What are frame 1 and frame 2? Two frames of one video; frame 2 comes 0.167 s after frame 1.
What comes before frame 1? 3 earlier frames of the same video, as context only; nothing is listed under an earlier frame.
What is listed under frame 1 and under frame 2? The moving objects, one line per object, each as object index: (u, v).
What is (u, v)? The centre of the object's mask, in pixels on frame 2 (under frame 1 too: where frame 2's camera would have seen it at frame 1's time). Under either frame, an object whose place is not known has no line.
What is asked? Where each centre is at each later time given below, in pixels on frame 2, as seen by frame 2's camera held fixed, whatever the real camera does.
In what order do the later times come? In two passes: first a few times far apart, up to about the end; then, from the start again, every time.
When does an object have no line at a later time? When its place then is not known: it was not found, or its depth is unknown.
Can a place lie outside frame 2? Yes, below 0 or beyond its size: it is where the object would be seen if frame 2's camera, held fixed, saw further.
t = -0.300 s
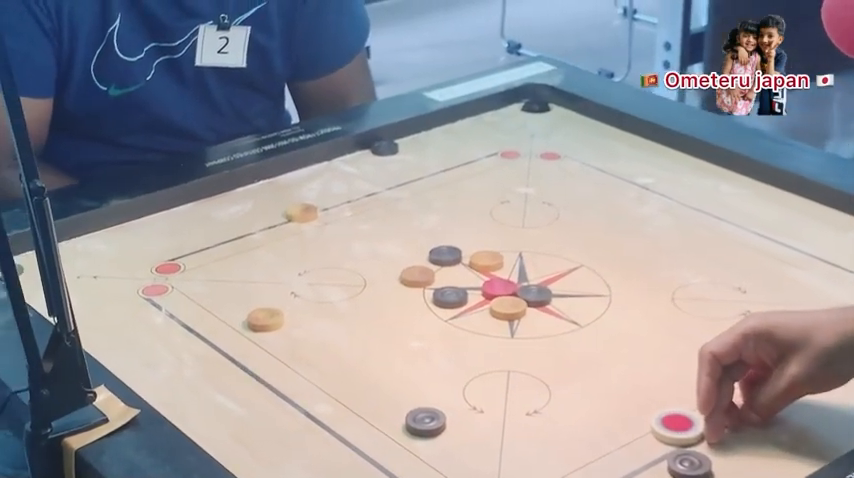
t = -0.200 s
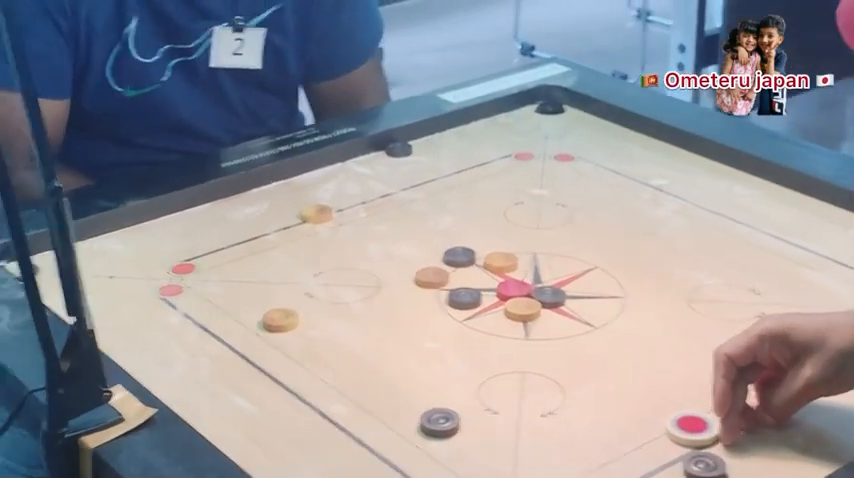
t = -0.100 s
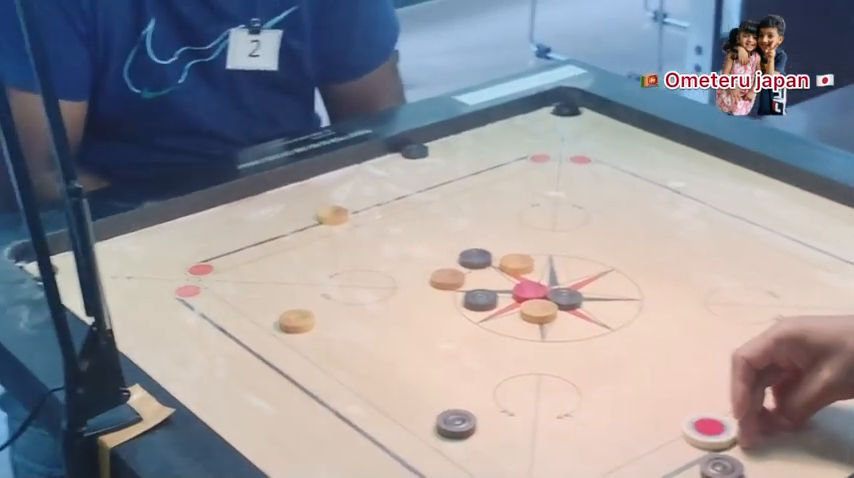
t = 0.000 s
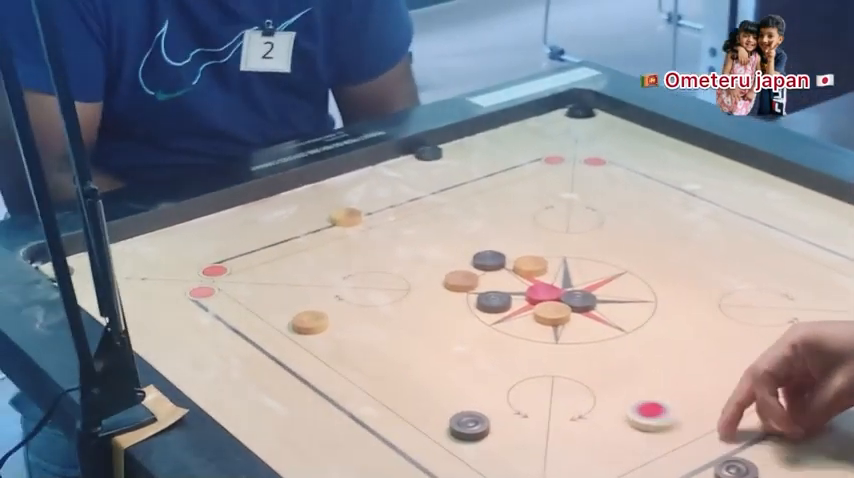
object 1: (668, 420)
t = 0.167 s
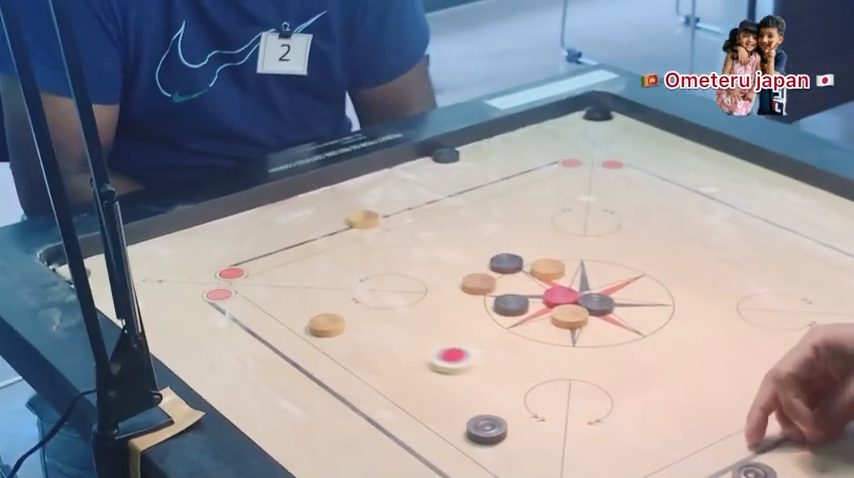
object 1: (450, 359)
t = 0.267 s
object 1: (356, 333)
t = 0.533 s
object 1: (290, 314)
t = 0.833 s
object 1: (288, 314)
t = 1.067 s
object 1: (288, 313)
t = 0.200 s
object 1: (415, 349)
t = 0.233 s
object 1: (382, 340)
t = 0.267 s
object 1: (356, 333)
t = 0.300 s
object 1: (343, 329)
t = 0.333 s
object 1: (331, 326)
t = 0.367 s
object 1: (322, 323)
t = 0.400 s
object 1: (313, 320)
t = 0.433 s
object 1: (305, 318)
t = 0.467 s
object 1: (299, 317)
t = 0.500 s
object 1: (294, 315)
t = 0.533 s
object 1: (290, 314)
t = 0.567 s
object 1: (289, 314)
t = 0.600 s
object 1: (288, 314)
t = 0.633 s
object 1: (288, 314)
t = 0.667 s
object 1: (288, 314)
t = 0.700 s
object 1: (288, 313)
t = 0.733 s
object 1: (288, 313)
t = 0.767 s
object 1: (288, 313)
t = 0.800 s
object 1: (288, 313)
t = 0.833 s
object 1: (288, 314)
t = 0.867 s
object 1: (288, 314)
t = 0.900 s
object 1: (288, 314)
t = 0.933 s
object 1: (288, 314)
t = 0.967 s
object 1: (288, 314)
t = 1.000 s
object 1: (288, 314)
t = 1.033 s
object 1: (288, 313)
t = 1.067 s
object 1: (288, 313)
